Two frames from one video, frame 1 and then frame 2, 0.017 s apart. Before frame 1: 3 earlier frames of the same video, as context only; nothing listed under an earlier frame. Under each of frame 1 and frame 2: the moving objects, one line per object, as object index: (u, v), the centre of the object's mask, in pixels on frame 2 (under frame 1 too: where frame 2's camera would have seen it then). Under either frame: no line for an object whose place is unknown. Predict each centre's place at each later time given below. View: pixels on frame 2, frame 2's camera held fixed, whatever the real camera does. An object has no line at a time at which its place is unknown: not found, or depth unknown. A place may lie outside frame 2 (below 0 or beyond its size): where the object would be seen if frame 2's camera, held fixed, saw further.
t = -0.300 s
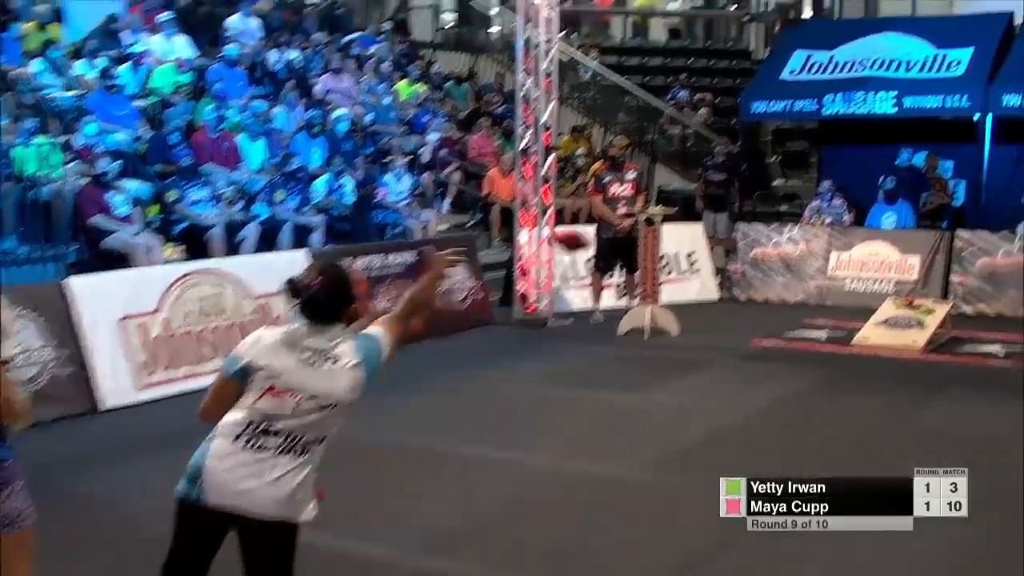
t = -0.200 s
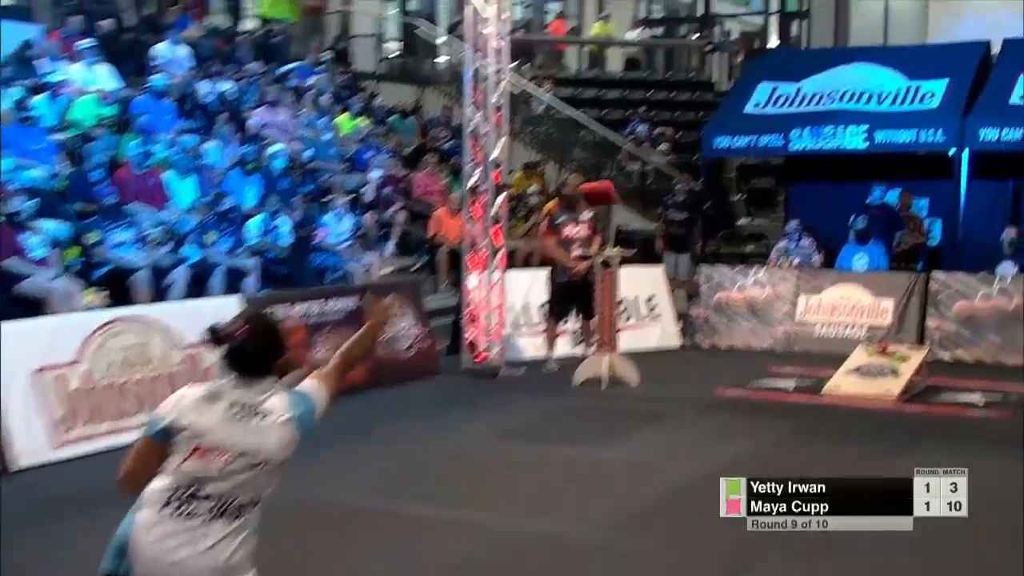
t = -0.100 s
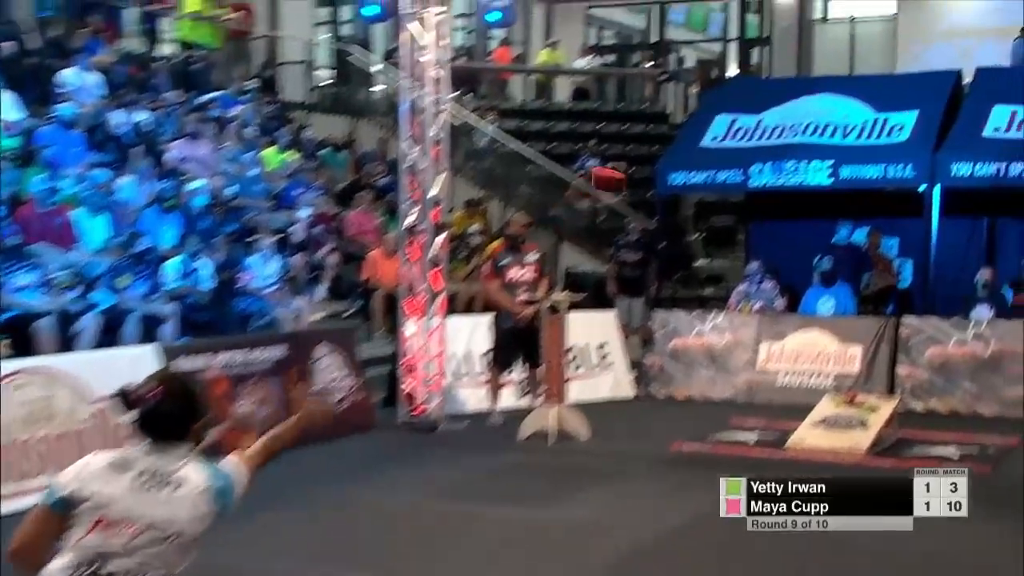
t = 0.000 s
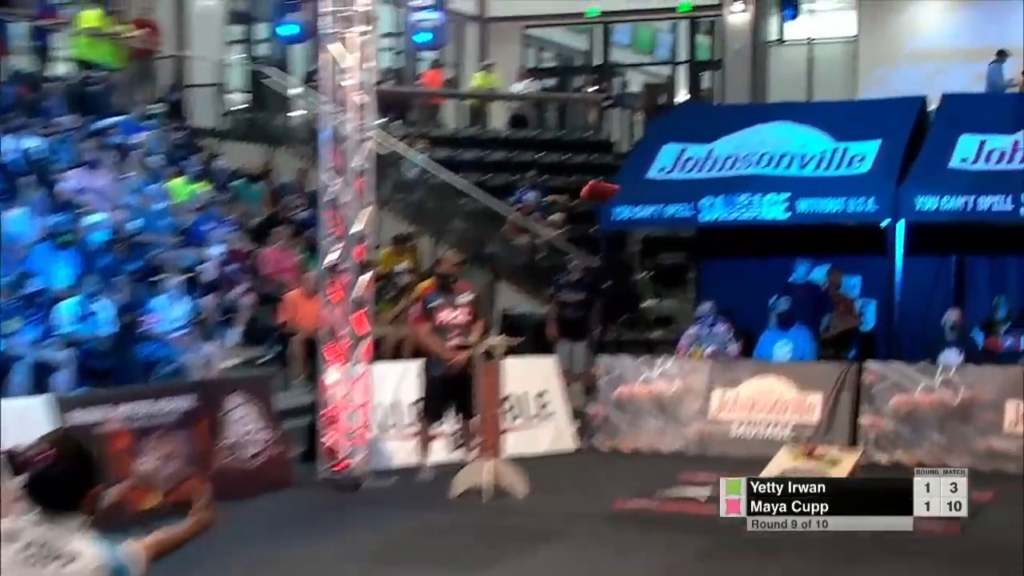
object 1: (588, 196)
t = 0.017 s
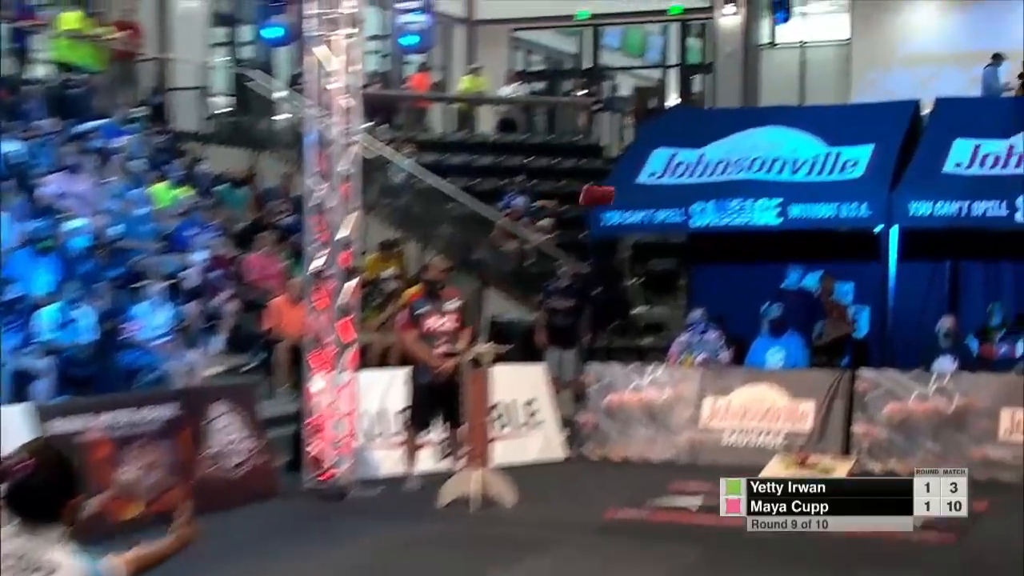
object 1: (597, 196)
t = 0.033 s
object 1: (605, 195)
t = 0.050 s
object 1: (613, 195)
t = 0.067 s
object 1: (619, 196)
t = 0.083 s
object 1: (627, 198)
